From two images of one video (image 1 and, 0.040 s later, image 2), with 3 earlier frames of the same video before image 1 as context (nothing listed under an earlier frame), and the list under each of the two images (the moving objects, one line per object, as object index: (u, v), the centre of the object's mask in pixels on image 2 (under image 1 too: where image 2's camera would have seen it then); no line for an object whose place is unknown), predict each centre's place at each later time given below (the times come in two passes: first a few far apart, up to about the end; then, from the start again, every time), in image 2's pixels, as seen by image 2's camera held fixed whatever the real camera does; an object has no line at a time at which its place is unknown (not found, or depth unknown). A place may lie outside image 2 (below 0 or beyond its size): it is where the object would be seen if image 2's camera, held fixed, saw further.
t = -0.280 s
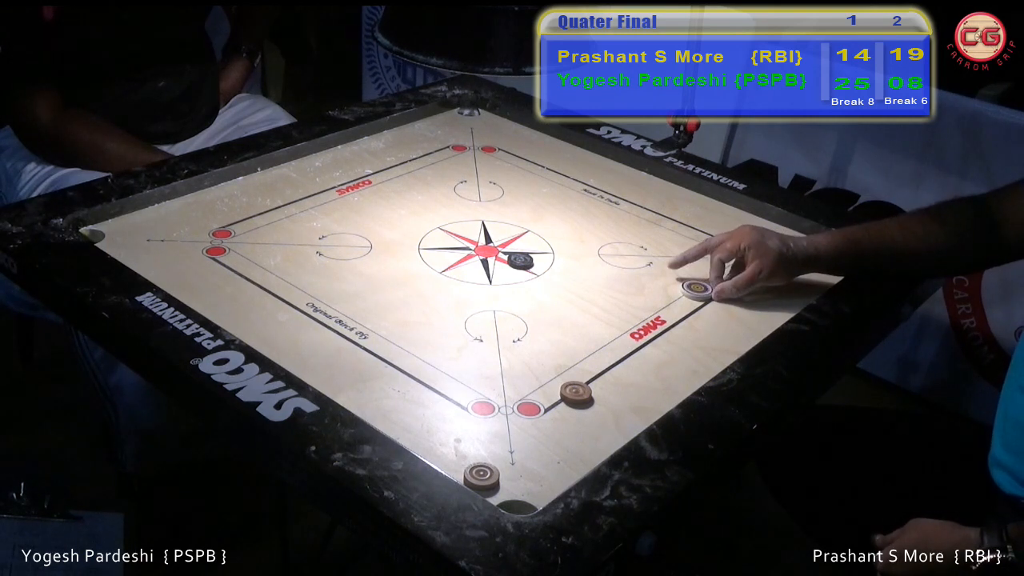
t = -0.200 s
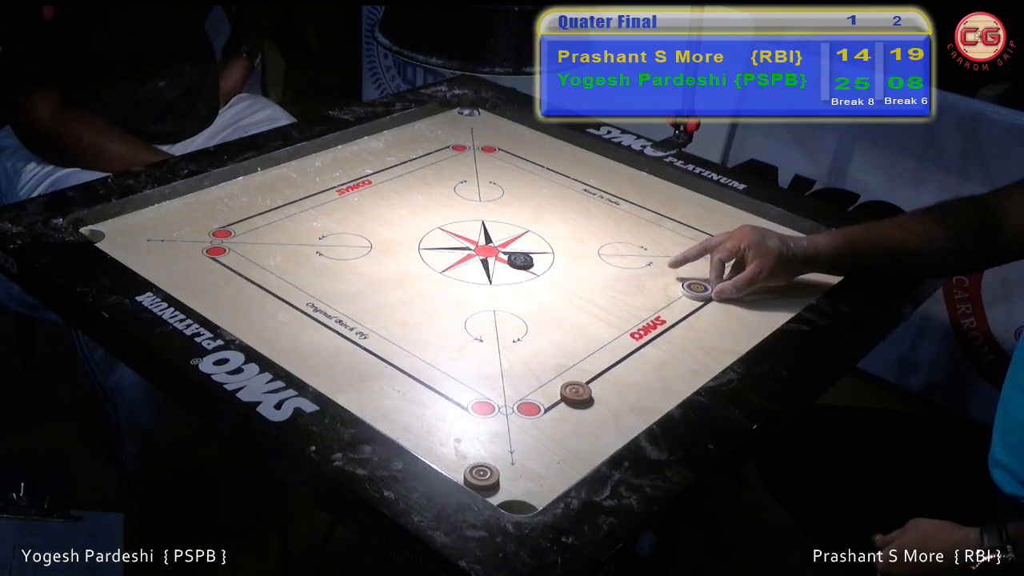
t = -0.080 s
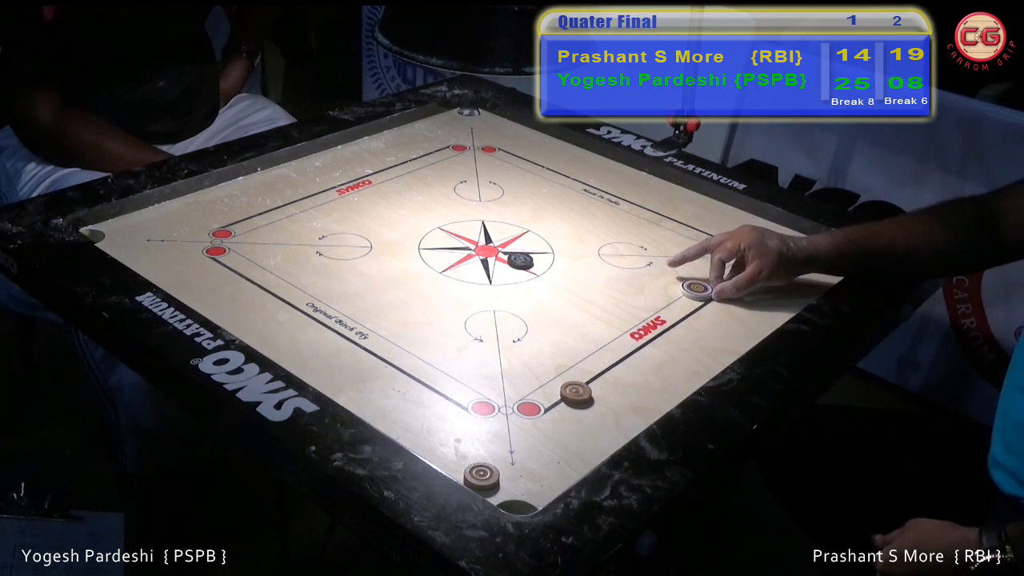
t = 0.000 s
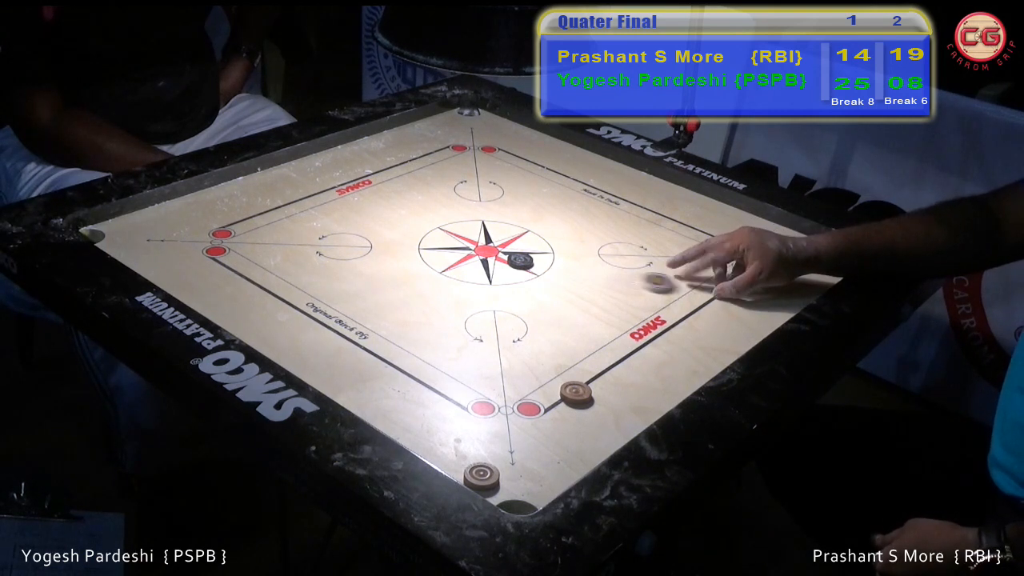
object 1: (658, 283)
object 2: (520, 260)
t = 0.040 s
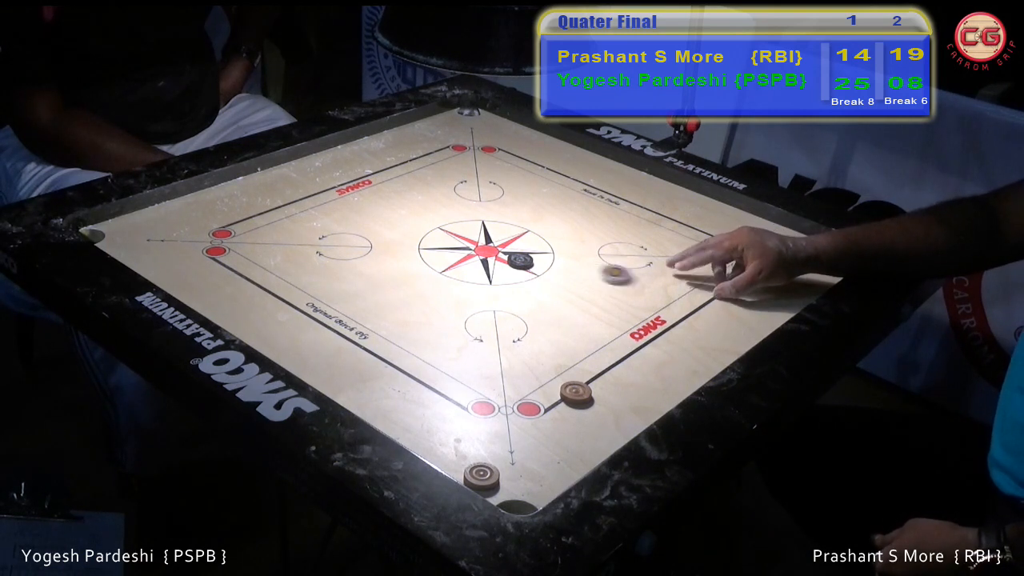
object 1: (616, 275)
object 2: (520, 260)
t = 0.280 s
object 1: (472, 238)
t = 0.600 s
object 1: (405, 219)
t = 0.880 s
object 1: (401, 217)
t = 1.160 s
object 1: (401, 217)
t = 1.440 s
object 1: (401, 217)
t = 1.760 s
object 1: (401, 217)
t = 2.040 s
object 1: (401, 217)
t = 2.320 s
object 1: (401, 217)
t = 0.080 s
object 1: (575, 267)
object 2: (520, 260)
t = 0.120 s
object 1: (542, 260)
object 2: (504, 260)
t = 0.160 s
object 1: (522, 253)
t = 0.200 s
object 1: (504, 248)
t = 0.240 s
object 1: (486, 242)
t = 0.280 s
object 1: (472, 238)
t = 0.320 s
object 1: (458, 234)
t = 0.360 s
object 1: (446, 231)
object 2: (256, 246)
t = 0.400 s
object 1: (436, 227)
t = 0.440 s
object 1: (427, 225)
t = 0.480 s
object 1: (420, 223)
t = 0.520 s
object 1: (414, 221)
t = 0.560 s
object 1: (409, 219)
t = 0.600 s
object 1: (405, 219)
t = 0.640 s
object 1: (403, 218)
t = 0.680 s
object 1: (401, 217)
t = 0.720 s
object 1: (401, 217)
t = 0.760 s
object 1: (401, 217)
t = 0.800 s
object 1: (401, 217)
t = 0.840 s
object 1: (401, 217)
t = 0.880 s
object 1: (401, 217)
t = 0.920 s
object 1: (401, 217)
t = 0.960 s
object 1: (401, 217)
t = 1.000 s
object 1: (401, 217)
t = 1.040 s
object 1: (401, 217)
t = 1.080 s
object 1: (401, 217)
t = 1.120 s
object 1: (401, 217)
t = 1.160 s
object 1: (401, 217)
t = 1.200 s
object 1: (401, 217)
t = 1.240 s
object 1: (401, 217)
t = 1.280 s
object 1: (401, 217)
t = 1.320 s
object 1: (401, 217)
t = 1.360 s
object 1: (401, 217)
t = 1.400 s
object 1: (401, 217)
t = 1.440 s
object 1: (401, 217)
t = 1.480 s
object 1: (401, 217)
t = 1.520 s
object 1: (401, 217)
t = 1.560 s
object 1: (401, 217)
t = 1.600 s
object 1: (401, 217)
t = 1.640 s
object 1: (401, 217)
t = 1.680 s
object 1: (401, 217)
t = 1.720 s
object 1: (401, 217)
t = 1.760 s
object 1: (401, 217)
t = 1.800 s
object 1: (401, 217)
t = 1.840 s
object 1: (401, 217)
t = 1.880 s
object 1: (401, 217)
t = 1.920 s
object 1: (401, 217)
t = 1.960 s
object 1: (401, 217)
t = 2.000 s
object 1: (401, 217)
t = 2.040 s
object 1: (401, 217)
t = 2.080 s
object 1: (401, 217)
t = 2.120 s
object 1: (401, 217)
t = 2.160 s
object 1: (401, 217)
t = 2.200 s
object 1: (401, 217)
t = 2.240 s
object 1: (401, 217)
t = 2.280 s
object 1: (401, 217)
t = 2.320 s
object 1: (401, 217)
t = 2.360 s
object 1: (401, 217)
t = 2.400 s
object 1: (401, 217)
